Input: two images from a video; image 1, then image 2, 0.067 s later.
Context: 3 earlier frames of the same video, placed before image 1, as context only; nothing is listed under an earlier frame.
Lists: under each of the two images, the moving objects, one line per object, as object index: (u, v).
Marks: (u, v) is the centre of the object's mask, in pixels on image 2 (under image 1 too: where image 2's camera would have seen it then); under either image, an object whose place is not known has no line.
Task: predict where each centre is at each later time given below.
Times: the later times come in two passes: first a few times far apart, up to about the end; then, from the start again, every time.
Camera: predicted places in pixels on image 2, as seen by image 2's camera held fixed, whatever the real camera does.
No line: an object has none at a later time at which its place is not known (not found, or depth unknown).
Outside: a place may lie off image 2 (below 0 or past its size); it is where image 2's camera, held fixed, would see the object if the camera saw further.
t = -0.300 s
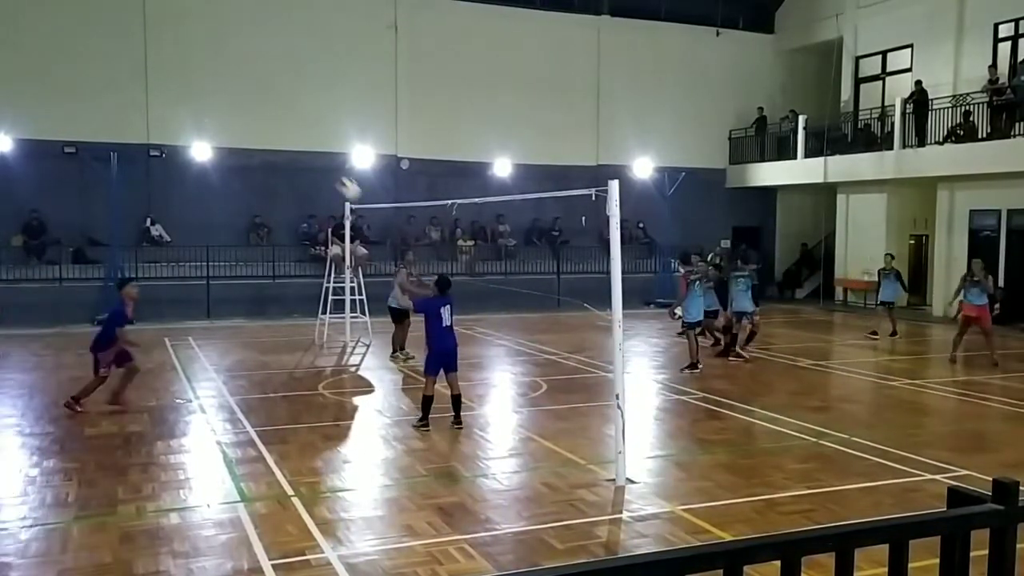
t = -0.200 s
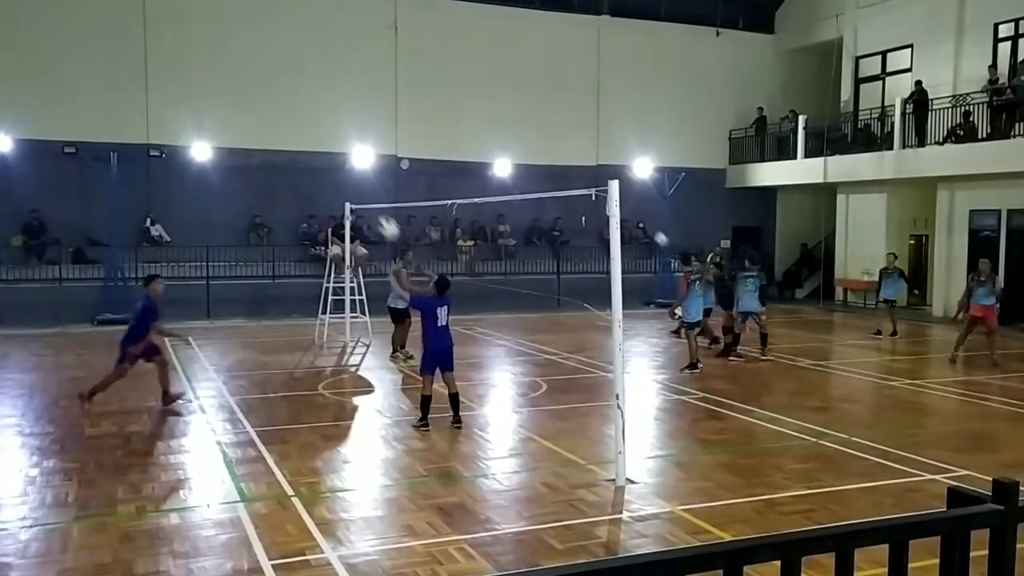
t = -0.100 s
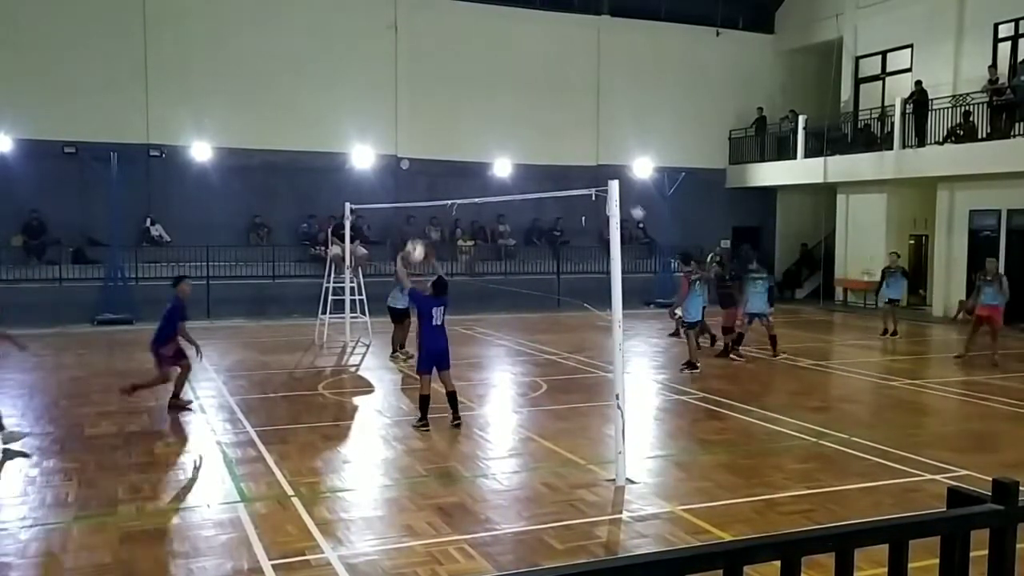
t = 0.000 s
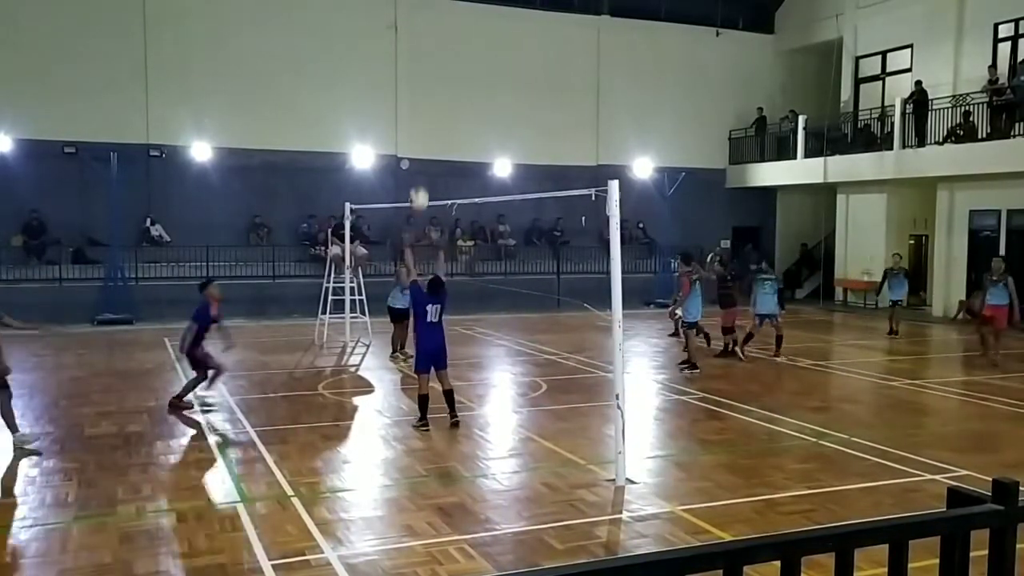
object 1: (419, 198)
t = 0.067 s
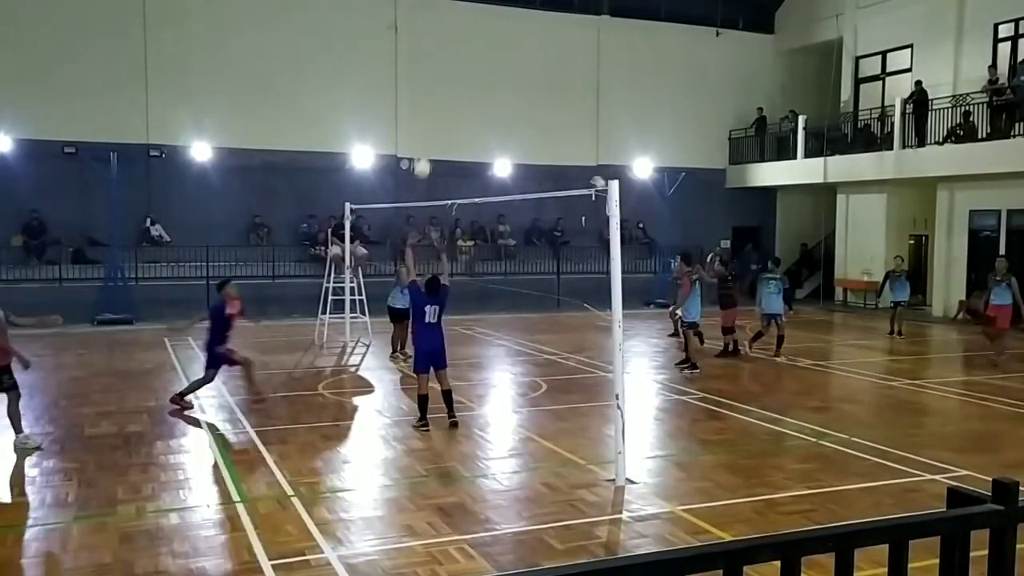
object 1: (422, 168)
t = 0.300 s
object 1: (429, 91)
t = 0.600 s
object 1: (439, 68)
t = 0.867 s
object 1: (445, 113)
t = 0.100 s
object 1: (422, 154)
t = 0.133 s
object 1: (424, 140)
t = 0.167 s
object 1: (425, 128)
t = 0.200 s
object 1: (426, 118)
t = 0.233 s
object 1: (427, 107)
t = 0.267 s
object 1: (428, 99)
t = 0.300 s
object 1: (429, 91)
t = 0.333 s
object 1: (430, 84)
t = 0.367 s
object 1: (431, 79)
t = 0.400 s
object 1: (433, 75)
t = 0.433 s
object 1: (434, 71)
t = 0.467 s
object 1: (435, 68)
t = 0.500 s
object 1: (437, 67)
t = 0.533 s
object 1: (437, 66)
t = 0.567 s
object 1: (438, 66)
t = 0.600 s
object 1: (439, 68)
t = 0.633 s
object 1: (439, 70)
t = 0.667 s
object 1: (440, 73)
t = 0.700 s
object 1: (441, 77)
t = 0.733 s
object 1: (442, 82)
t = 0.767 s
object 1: (443, 88)
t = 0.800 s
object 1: (444, 95)
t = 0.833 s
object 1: (444, 104)
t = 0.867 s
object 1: (445, 113)
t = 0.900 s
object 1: (446, 123)
